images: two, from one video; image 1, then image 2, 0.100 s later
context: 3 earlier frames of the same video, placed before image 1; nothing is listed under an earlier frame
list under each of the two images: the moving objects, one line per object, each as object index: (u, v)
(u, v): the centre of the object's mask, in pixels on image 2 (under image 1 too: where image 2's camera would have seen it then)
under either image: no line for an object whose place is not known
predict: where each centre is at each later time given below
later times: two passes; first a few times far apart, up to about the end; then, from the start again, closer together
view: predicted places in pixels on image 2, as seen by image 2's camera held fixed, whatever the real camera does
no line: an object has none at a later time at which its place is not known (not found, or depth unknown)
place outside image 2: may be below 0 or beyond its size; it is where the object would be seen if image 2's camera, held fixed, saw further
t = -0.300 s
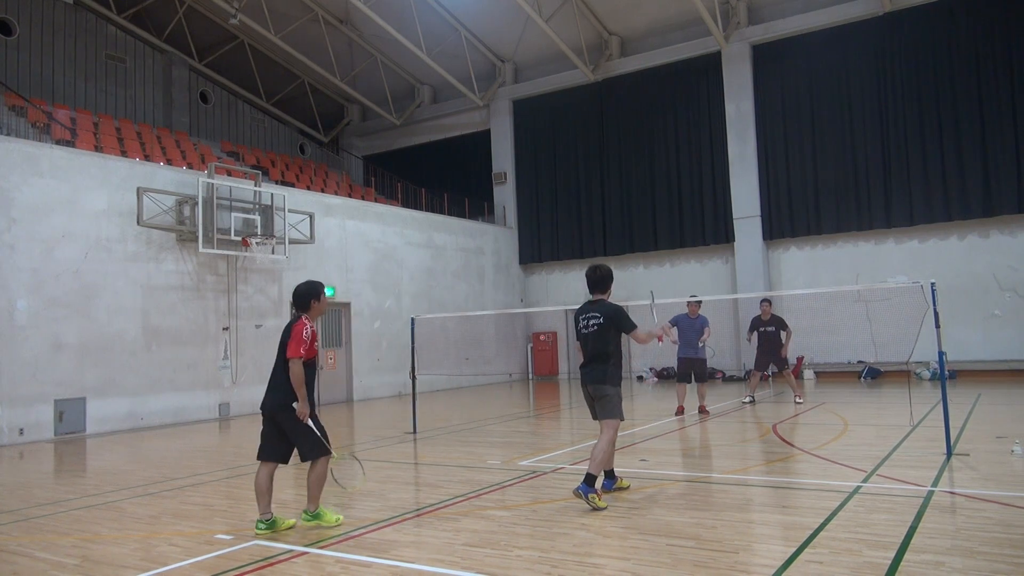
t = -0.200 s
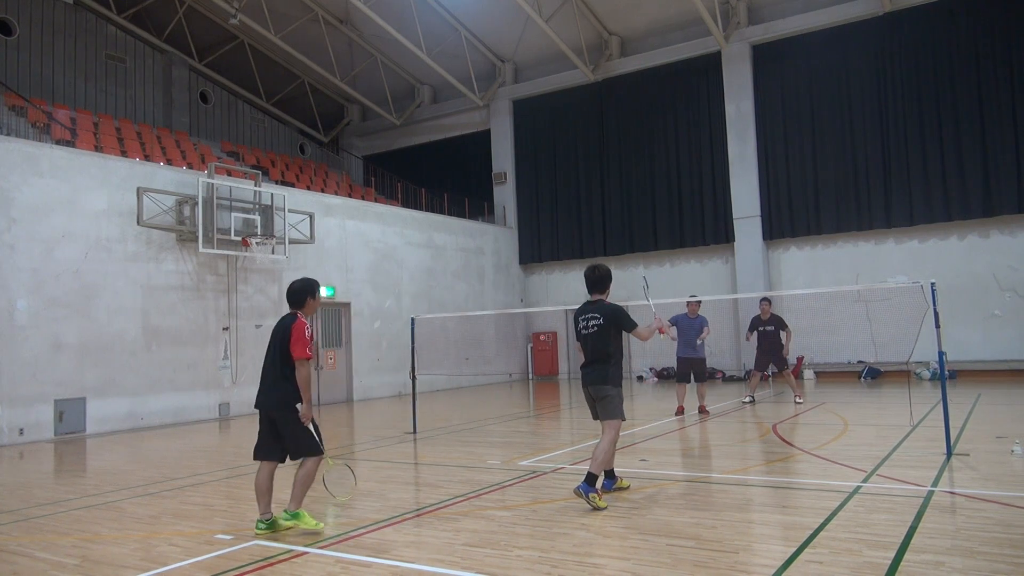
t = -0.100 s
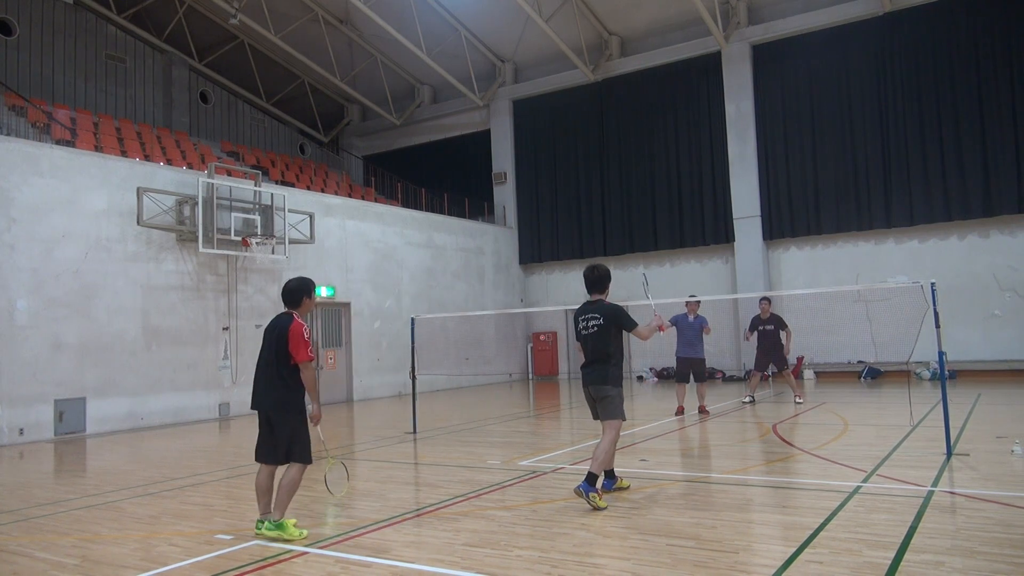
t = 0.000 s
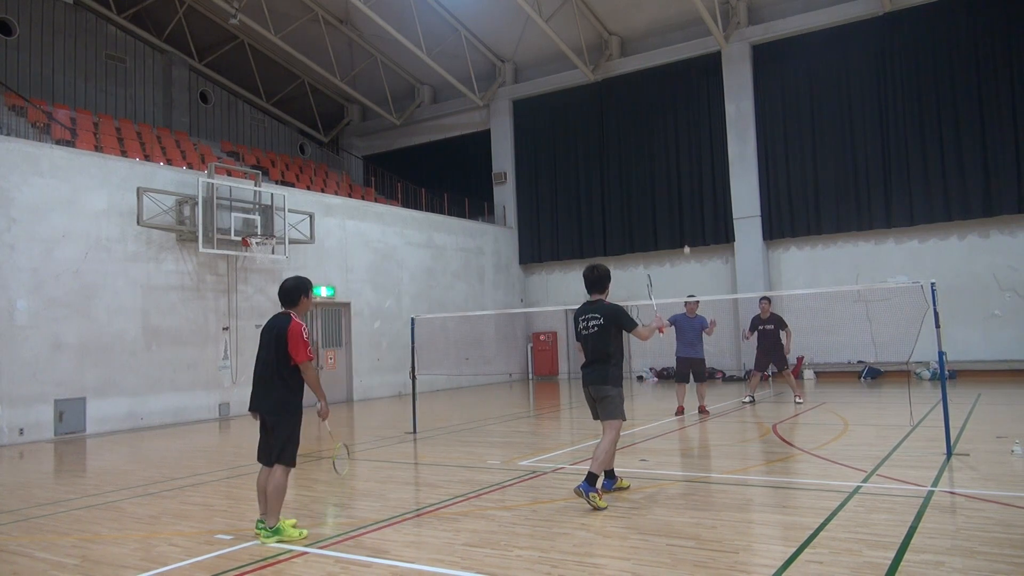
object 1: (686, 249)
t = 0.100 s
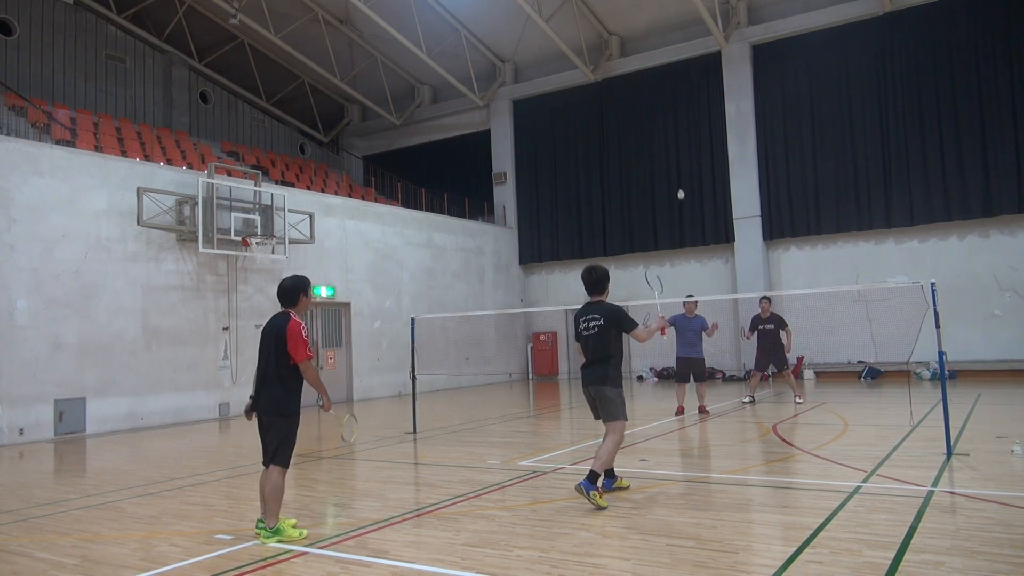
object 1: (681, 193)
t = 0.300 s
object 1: (670, 111)
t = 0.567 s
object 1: (655, 65)
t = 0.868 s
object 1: (633, 145)
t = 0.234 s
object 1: (674, 134)
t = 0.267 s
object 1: (672, 122)
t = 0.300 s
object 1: (670, 111)
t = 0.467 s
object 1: (661, 72)
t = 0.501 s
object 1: (659, 68)
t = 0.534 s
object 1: (657, 65)
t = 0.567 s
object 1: (655, 65)
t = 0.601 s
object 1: (653, 65)
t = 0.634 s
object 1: (650, 67)
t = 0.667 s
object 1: (648, 71)
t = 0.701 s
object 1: (646, 78)
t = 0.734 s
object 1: (643, 86)
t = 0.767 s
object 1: (640, 97)
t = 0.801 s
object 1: (638, 110)
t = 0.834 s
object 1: (635, 126)
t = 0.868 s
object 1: (633, 145)
